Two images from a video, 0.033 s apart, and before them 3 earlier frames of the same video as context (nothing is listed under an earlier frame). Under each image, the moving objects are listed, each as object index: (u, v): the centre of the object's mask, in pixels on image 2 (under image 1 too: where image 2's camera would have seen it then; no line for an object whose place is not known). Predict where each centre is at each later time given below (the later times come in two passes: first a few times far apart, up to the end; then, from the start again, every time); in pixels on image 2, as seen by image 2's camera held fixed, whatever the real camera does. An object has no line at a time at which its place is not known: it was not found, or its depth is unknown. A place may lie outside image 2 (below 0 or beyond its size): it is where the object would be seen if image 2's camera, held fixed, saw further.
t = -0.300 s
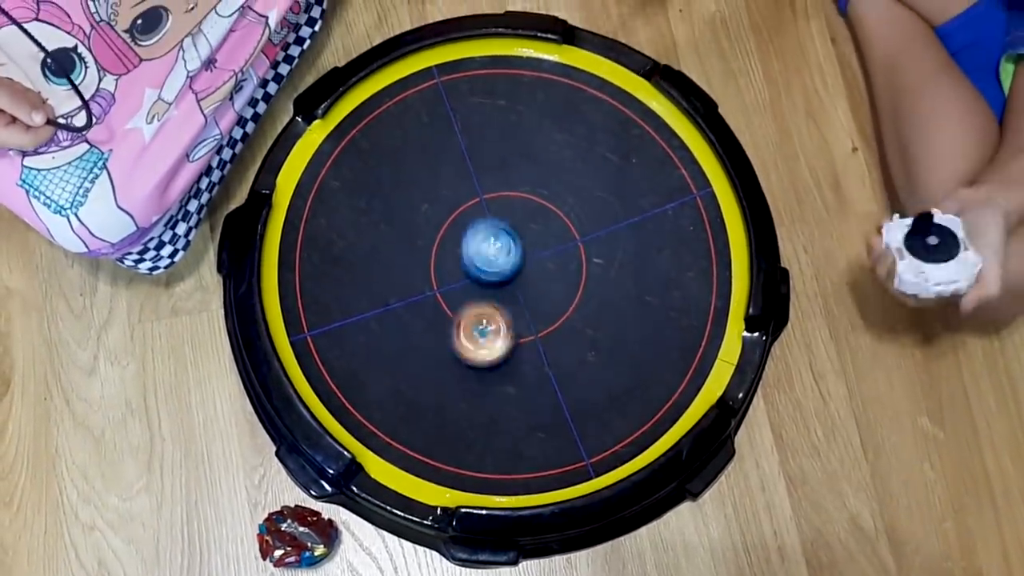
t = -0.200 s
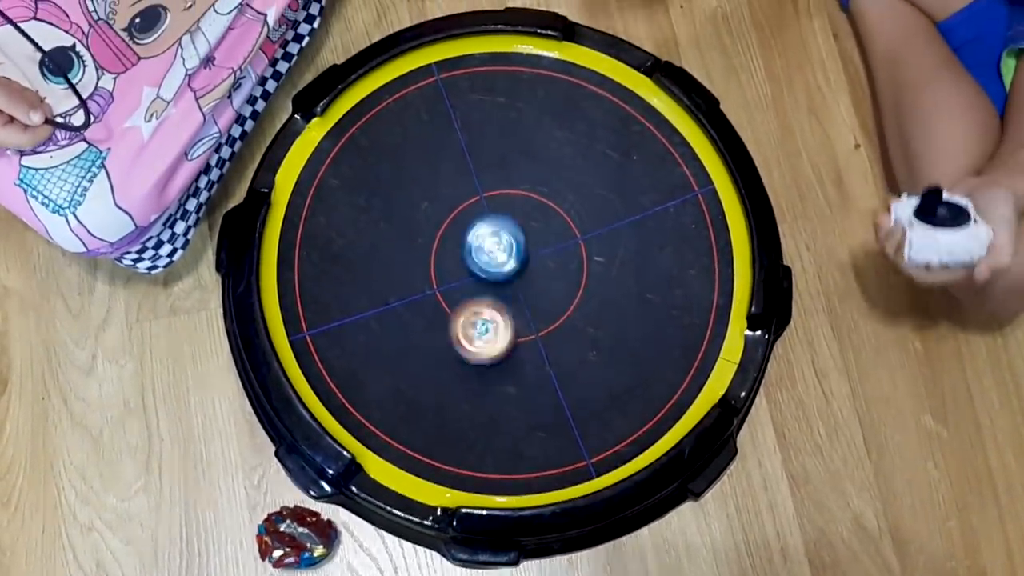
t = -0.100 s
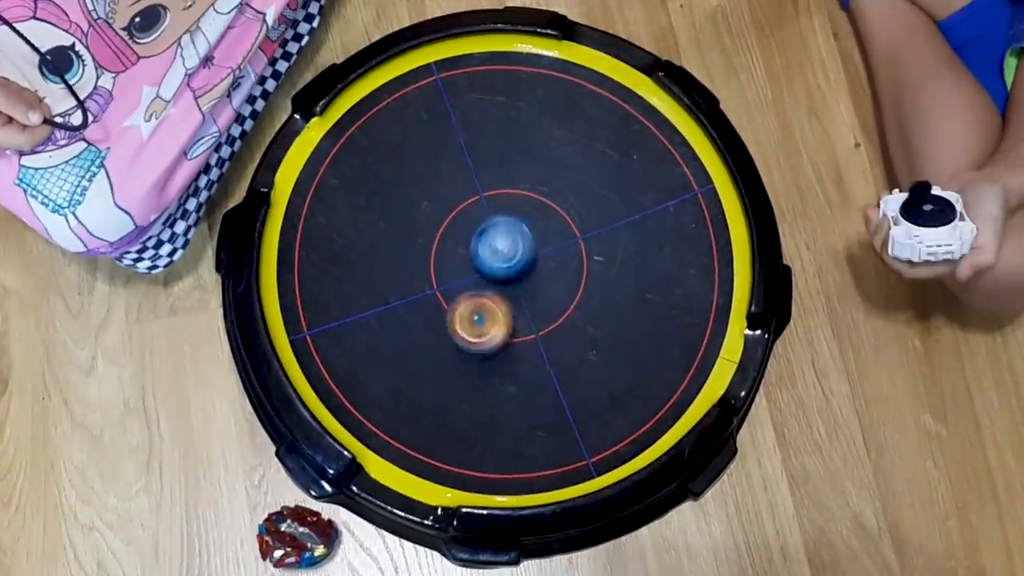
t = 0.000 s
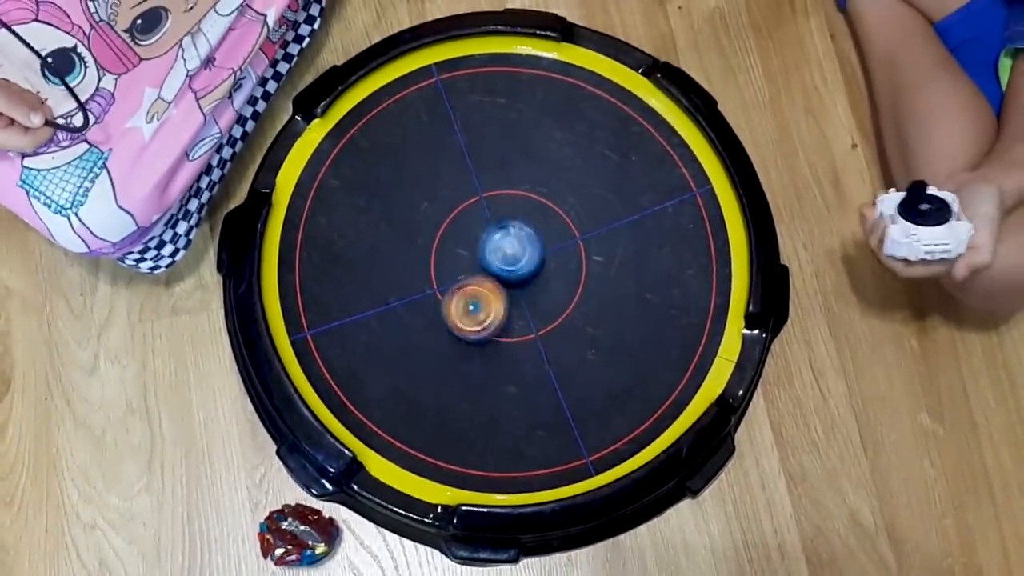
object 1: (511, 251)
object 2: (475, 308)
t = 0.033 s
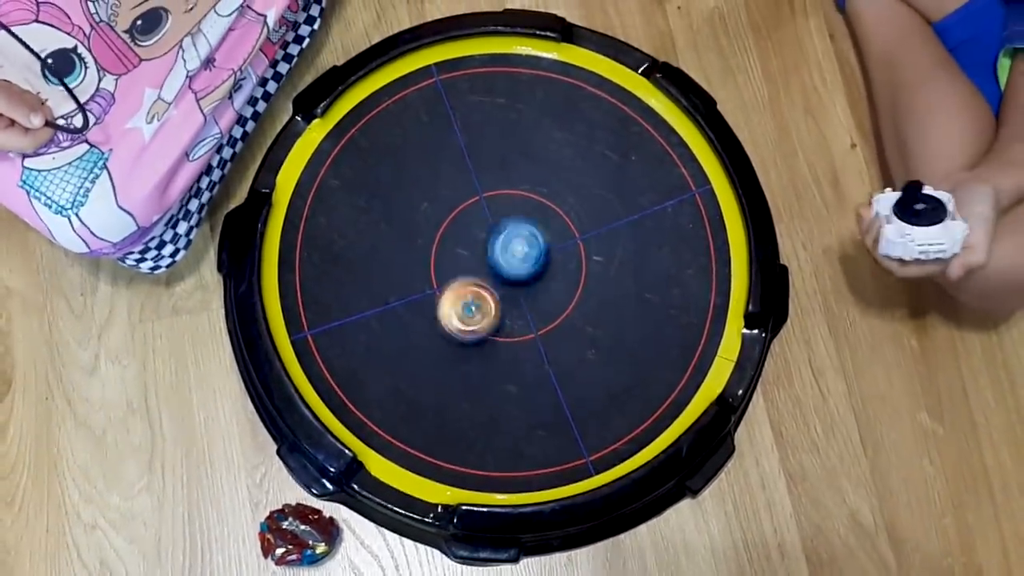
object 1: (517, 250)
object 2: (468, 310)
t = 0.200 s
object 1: (546, 236)
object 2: (455, 316)
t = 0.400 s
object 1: (579, 237)
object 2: (451, 313)
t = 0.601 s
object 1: (581, 249)
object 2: (453, 297)
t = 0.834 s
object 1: (548, 270)
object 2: (461, 261)
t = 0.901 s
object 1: (538, 272)
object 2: (463, 254)
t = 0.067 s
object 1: (524, 244)
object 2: (465, 312)
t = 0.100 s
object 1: (531, 242)
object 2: (464, 312)
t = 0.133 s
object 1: (536, 241)
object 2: (458, 313)
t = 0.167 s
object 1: (541, 238)
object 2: (455, 316)
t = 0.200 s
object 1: (546, 236)
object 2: (455, 316)
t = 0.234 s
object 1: (552, 237)
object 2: (452, 317)
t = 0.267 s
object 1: (557, 235)
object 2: (449, 318)
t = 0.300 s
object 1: (564, 236)
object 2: (449, 317)
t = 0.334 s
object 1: (570, 237)
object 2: (446, 317)
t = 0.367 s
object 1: (573, 235)
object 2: (447, 317)
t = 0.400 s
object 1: (579, 237)
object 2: (451, 313)
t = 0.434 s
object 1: (580, 241)
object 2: (446, 310)
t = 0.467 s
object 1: (579, 242)
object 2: (446, 311)
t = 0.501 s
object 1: (581, 241)
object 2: (450, 308)
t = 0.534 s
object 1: (581, 244)
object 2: (449, 304)
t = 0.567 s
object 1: (581, 246)
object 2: (449, 302)
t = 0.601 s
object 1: (581, 249)
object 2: (453, 297)
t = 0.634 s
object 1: (577, 251)
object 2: (453, 291)
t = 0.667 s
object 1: (573, 252)
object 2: (455, 288)
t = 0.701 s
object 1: (570, 257)
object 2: (457, 283)
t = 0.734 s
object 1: (563, 261)
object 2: (457, 277)
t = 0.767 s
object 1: (557, 264)
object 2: (460, 274)
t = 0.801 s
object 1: (554, 266)
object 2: (462, 268)
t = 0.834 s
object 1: (548, 270)
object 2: (461, 261)
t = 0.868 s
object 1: (542, 271)
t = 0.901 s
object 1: (538, 272)
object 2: (463, 254)
